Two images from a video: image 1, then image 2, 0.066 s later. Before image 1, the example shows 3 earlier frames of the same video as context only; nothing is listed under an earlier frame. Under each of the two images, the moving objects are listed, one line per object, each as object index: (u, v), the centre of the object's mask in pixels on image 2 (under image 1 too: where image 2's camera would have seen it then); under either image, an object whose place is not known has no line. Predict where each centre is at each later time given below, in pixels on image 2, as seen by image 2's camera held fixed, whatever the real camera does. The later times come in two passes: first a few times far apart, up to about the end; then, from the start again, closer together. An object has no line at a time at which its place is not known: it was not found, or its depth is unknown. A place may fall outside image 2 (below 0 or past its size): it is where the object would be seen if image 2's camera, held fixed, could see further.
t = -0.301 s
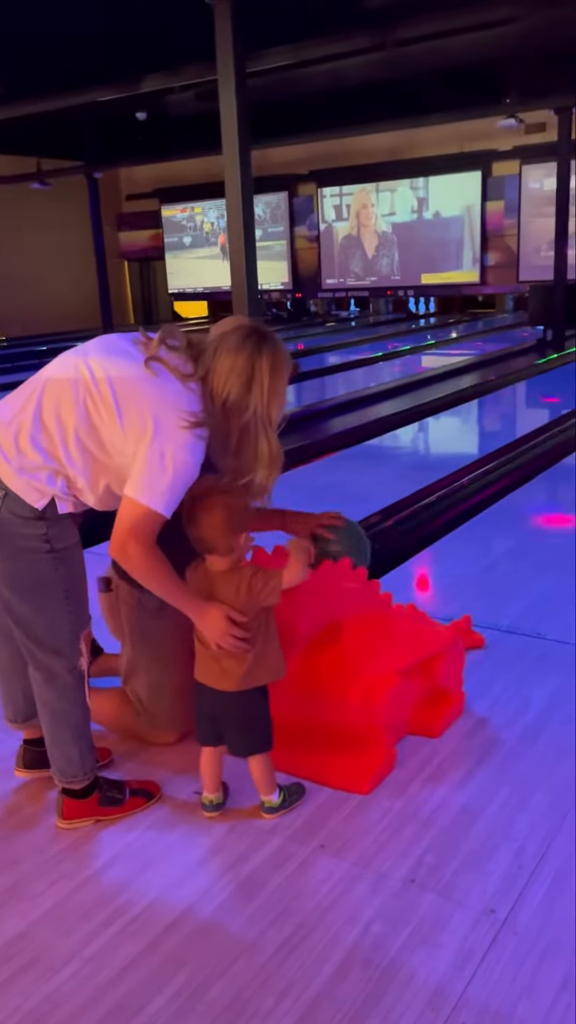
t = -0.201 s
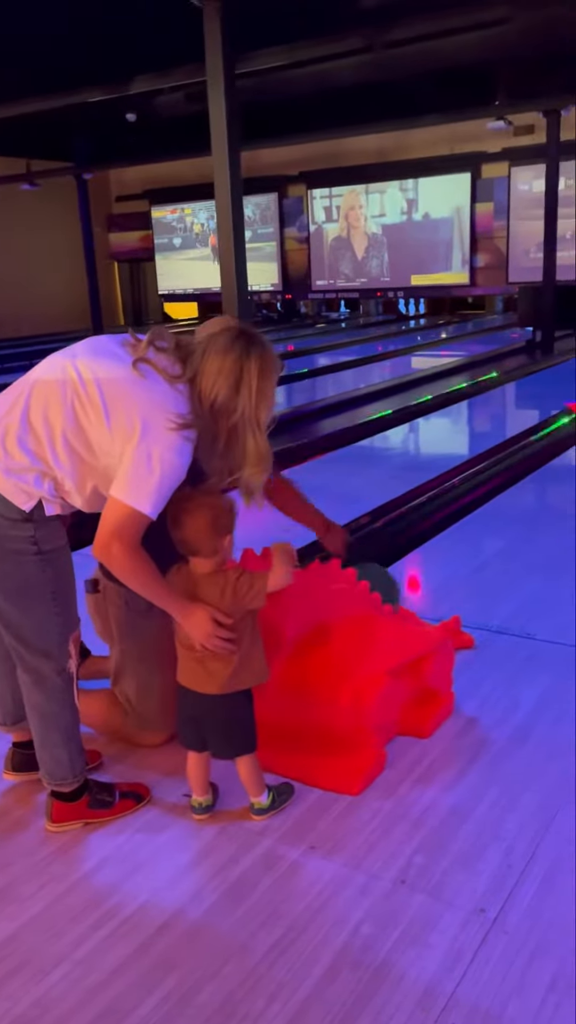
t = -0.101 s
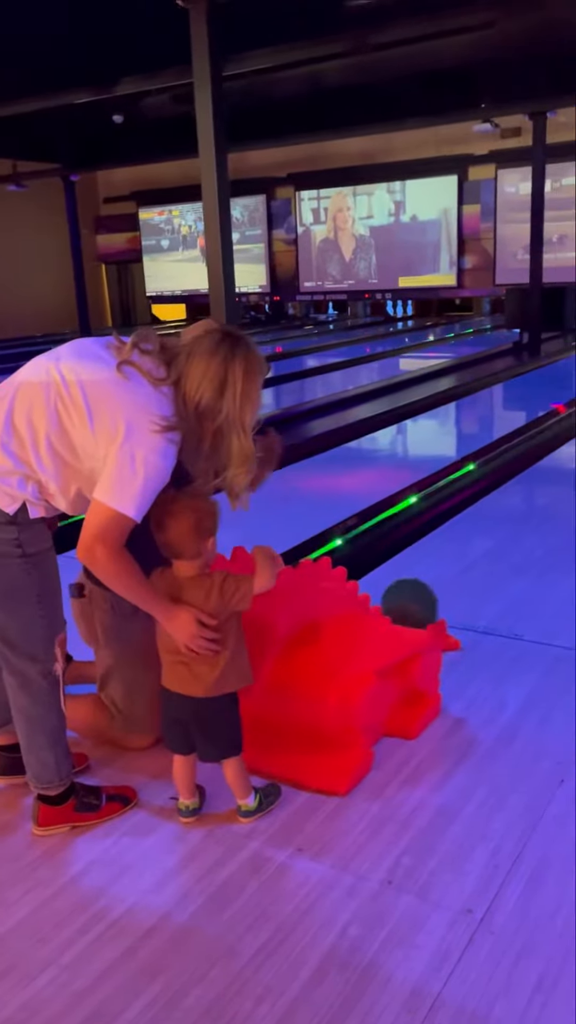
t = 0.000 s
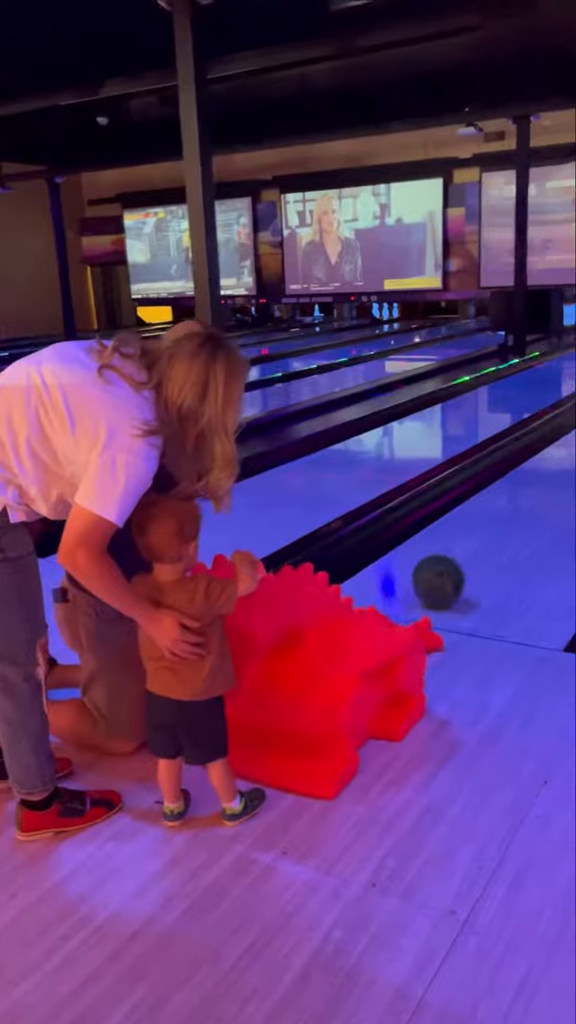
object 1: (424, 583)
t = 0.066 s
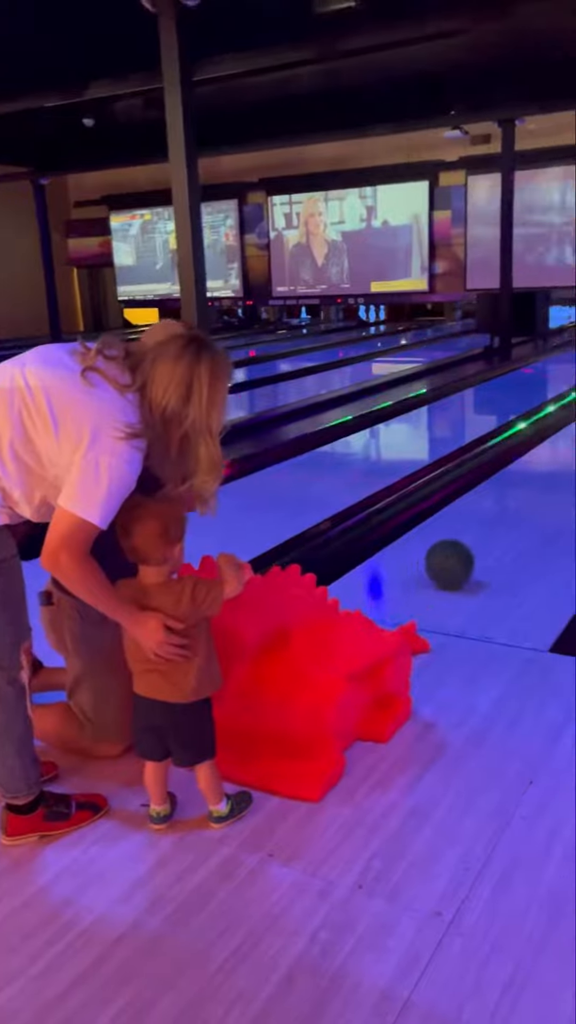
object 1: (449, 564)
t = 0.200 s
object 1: (491, 532)
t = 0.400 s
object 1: (539, 495)
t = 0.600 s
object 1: (575, 466)
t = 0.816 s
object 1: (606, 442)
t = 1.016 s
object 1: (628, 425)
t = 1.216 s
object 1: (647, 410)
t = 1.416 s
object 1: (662, 398)
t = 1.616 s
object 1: (676, 388)
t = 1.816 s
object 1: (688, 378)
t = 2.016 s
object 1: (697, 371)
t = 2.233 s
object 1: (707, 363)
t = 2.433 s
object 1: (715, 358)
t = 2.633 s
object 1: (721, 354)
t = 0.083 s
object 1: (455, 560)
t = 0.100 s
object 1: (461, 556)
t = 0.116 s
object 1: (466, 552)
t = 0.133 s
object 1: (471, 547)
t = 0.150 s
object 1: (476, 543)
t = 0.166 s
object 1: (481, 540)
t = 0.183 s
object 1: (486, 536)
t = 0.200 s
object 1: (491, 532)
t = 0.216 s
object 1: (495, 529)
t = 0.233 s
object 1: (499, 525)
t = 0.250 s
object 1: (504, 522)
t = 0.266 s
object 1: (509, 519)
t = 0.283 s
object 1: (513, 515)
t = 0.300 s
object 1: (517, 512)
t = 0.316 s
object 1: (520, 509)
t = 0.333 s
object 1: (524, 506)
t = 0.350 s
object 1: (528, 503)
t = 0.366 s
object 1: (532, 500)
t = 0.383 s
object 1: (535, 497)
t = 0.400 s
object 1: (539, 495)
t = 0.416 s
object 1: (542, 492)
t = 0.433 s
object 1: (546, 489)
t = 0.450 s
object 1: (549, 487)
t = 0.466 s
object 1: (552, 484)
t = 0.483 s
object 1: (555, 482)
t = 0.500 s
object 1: (558, 480)
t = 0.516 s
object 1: (561, 478)
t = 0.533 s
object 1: (564, 475)
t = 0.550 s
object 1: (567, 472)
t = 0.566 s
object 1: (570, 471)
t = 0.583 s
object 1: (572, 469)
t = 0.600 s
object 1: (575, 466)
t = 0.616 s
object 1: (578, 464)
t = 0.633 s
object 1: (580, 463)
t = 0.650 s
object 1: (583, 461)
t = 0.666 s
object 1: (586, 459)
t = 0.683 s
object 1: (588, 457)
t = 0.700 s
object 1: (591, 456)
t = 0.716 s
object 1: (593, 454)
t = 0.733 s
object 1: (595, 452)
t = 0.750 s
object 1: (597, 450)
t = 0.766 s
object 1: (599, 449)
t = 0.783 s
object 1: (602, 446)
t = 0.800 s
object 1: (604, 444)
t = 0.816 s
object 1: (606, 442)
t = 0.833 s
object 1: (608, 441)
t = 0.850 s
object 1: (610, 439)
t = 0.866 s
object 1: (612, 437)
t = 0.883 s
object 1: (614, 436)
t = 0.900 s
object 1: (616, 435)
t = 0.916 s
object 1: (618, 433)
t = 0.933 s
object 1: (619, 432)
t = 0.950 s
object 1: (621, 430)
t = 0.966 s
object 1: (623, 429)
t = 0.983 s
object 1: (625, 427)
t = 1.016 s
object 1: (628, 425)
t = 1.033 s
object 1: (630, 423)
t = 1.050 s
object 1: (631, 422)
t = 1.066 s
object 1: (633, 421)
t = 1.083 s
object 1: (635, 419)
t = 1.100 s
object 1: (637, 418)
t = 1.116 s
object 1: (638, 417)
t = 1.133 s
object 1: (639, 416)
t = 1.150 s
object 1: (641, 415)
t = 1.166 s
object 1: (642, 414)
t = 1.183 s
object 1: (644, 412)
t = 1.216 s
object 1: (647, 410)
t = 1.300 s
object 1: (653, 404)
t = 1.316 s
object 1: (655, 403)
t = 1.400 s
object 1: (661, 399)
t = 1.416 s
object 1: (662, 398)
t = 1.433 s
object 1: (664, 397)
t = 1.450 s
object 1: (664, 396)
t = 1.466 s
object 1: (665, 396)
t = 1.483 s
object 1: (666, 394)
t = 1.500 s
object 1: (668, 394)
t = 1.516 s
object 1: (669, 393)
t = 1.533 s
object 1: (671, 392)
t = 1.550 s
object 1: (672, 391)
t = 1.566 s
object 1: (673, 390)
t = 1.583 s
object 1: (674, 390)
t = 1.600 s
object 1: (675, 388)
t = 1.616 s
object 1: (676, 388)
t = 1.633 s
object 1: (676, 388)
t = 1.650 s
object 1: (677, 387)
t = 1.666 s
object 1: (679, 385)
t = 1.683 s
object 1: (681, 384)
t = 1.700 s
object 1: (681, 384)
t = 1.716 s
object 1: (682, 383)
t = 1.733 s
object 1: (683, 383)
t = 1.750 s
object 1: (683, 383)
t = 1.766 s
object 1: (684, 382)
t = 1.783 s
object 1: (686, 381)
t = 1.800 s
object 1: (687, 380)
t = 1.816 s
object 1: (688, 378)
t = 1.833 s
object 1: (689, 378)
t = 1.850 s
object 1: (690, 377)
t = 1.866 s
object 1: (691, 376)
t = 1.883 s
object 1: (692, 376)
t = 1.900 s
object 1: (692, 375)
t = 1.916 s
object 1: (693, 375)
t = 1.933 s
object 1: (694, 375)
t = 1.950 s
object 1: (695, 374)
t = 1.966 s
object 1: (695, 373)
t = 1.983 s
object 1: (695, 372)
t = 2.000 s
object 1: (697, 371)
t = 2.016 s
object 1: (697, 371)
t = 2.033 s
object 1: (698, 370)
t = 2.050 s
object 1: (699, 370)
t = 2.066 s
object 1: (699, 369)
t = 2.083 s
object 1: (700, 369)
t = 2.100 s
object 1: (700, 368)
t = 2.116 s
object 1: (702, 367)
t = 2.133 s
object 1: (702, 367)
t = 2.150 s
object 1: (704, 366)
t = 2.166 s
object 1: (704, 365)
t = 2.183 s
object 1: (704, 365)
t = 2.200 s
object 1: (705, 364)
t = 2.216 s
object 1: (706, 363)
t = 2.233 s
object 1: (707, 363)
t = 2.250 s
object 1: (708, 363)
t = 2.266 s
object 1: (708, 362)
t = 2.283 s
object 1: (708, 362)
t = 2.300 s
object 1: (709, 361)
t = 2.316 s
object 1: (710, 360)
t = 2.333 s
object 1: (710, 360)
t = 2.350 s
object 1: (711, 359)
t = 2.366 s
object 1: (713, 359)
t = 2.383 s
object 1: (713, 359)
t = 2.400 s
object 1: (713, 358)
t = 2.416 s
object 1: (714, 358)
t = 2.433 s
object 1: (715, 358)
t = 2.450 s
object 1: (716, 356)
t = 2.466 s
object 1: (717, 355)
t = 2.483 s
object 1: (717, 355)
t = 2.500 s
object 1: (717, 355)
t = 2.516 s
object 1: (717, 355)
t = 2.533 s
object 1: (719, 354)
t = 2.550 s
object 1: (719, 355)
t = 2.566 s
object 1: (720, 354)
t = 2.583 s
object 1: (720, 354)
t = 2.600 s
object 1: (720, 354)
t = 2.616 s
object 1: (721, 354)
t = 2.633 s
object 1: (721, 354)
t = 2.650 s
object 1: (722, 353)
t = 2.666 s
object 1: (722, 352)
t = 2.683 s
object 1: (723, 351)
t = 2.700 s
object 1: (724, 350)
